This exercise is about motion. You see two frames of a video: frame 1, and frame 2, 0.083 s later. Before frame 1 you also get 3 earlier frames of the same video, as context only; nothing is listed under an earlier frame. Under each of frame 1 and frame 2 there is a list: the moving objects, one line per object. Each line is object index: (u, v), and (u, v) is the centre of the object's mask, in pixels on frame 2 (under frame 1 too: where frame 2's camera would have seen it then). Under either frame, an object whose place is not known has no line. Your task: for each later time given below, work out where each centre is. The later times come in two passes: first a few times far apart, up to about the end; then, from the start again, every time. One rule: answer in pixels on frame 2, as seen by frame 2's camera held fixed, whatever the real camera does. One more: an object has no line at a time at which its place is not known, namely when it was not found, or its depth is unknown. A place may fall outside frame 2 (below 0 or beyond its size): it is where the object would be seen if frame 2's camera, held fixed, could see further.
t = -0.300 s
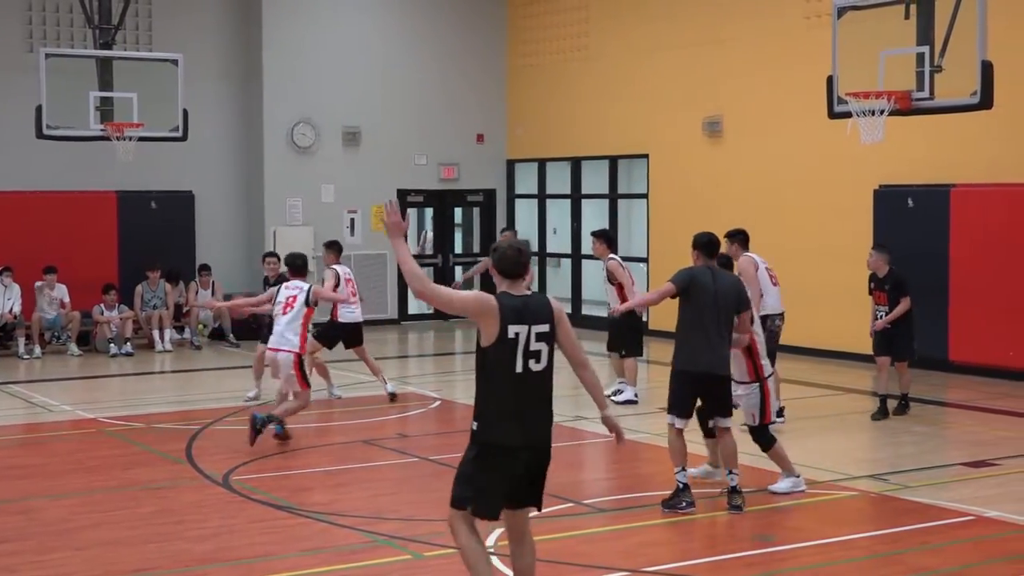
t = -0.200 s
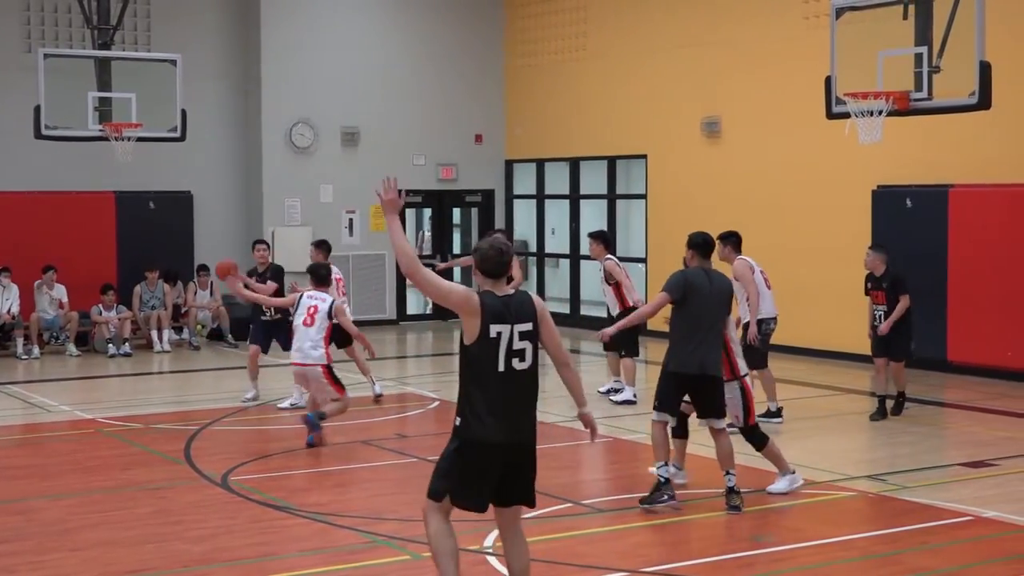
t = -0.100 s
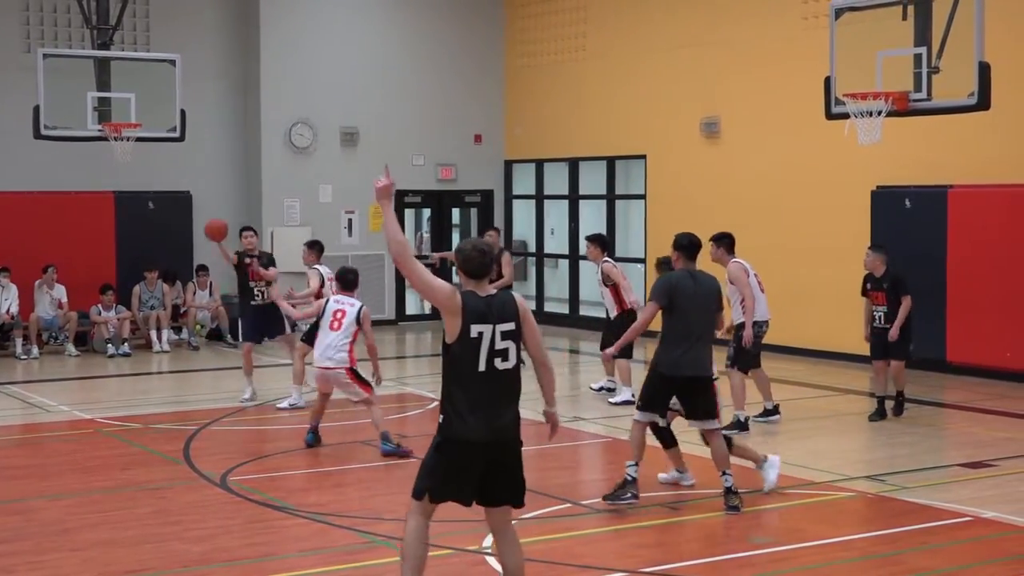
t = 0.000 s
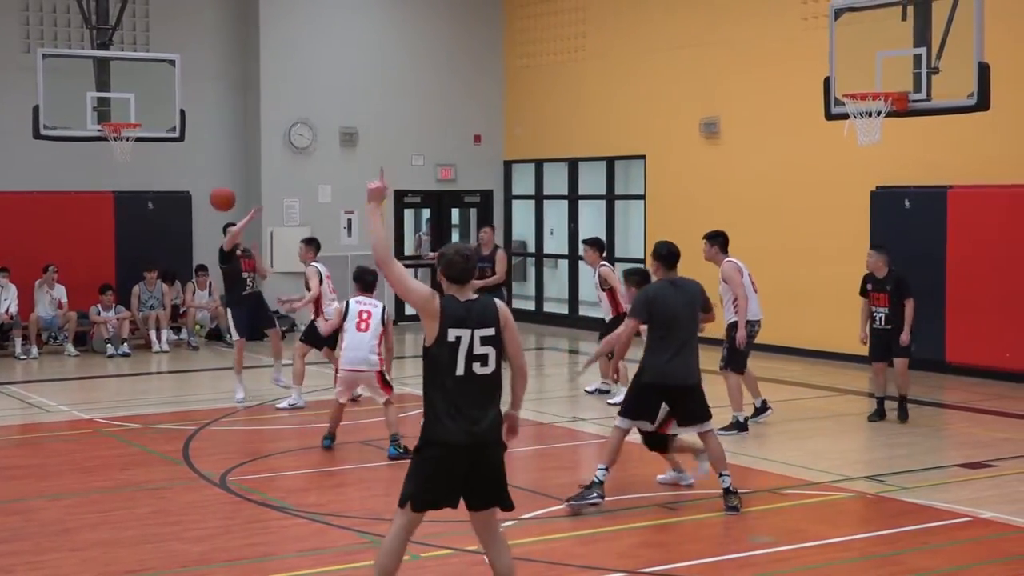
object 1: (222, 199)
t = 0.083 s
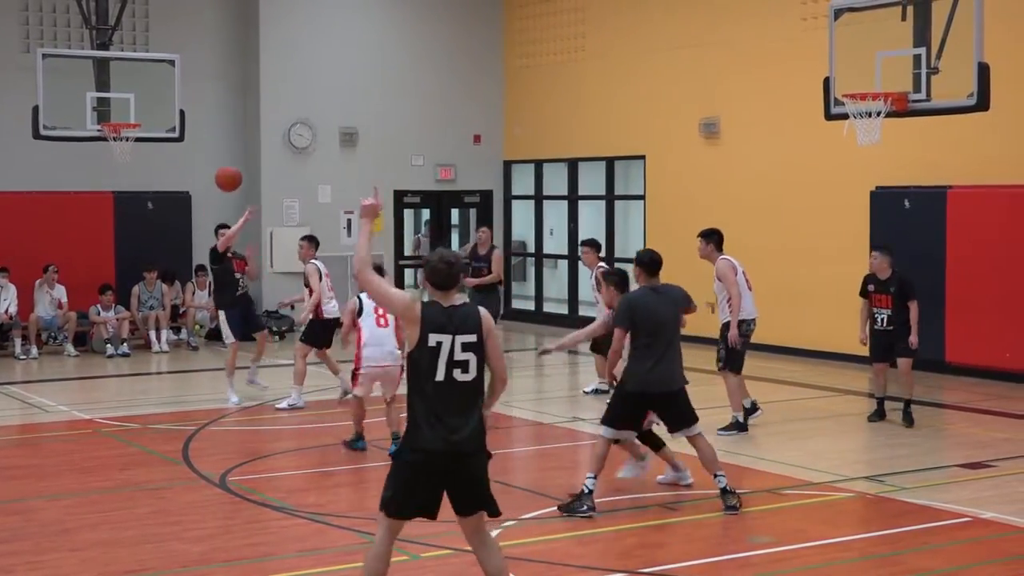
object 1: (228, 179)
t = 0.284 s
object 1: (246, 154)
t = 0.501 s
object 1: (273, 185)
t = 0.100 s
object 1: (229, 176)
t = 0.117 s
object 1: (230, 173)
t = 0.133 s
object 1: (232, 170)
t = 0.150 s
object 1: (233, 166)
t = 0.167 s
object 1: (235, 164)
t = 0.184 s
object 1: (236, 161)
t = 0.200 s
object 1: (238, 160)
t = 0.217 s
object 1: (240, 157)
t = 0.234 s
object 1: (241, 156)
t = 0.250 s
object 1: (243, 156)
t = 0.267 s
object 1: (245, 155)
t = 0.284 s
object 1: (246, 154)
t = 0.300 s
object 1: (248, 154)
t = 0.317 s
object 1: (250, 154)
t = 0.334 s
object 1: (252, 155)
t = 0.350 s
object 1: (254, 156)
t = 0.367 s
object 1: (255, 157)
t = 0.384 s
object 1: (258, 160)
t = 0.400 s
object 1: (260, 162)
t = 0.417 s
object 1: (262, 165)
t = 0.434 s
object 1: (264, 168)
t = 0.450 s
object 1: (266, 172)
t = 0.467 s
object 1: (268, 176)
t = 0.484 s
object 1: (270, 180)
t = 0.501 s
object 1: (273, 185)
